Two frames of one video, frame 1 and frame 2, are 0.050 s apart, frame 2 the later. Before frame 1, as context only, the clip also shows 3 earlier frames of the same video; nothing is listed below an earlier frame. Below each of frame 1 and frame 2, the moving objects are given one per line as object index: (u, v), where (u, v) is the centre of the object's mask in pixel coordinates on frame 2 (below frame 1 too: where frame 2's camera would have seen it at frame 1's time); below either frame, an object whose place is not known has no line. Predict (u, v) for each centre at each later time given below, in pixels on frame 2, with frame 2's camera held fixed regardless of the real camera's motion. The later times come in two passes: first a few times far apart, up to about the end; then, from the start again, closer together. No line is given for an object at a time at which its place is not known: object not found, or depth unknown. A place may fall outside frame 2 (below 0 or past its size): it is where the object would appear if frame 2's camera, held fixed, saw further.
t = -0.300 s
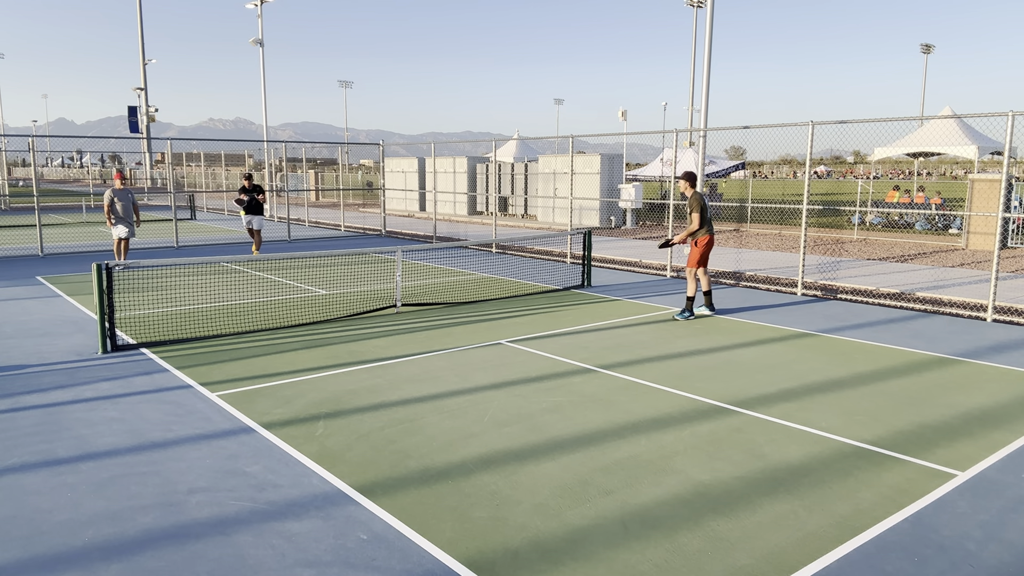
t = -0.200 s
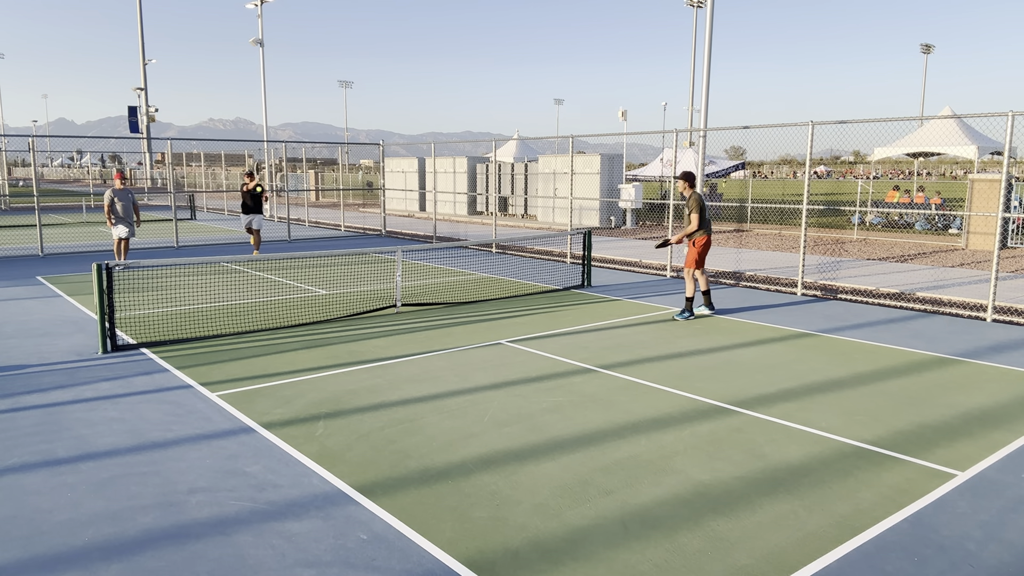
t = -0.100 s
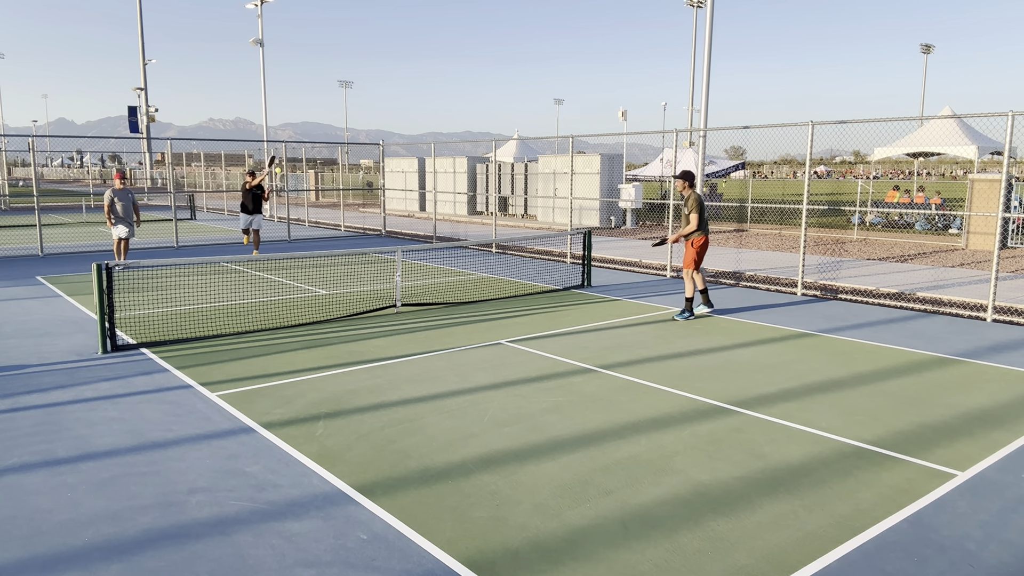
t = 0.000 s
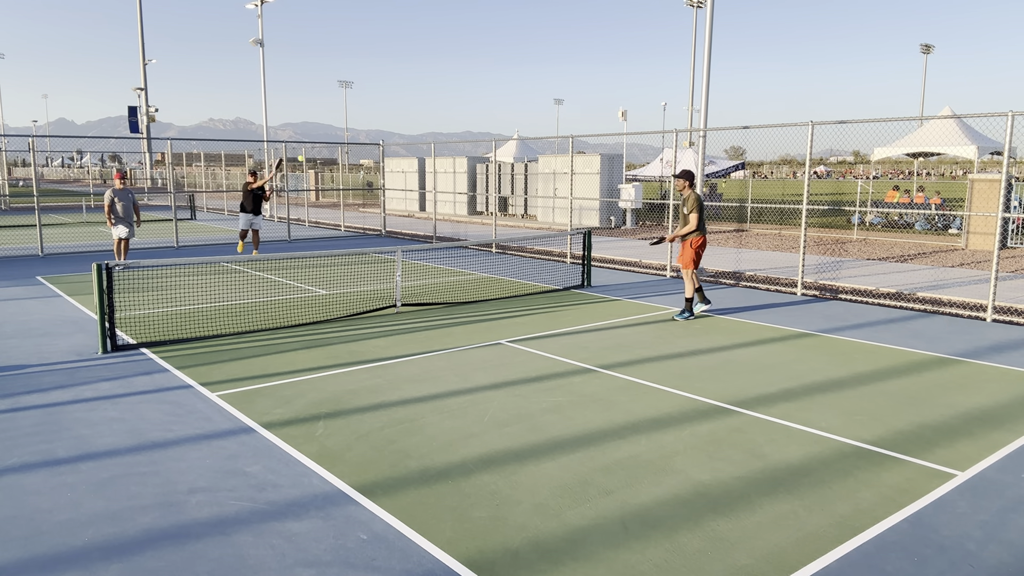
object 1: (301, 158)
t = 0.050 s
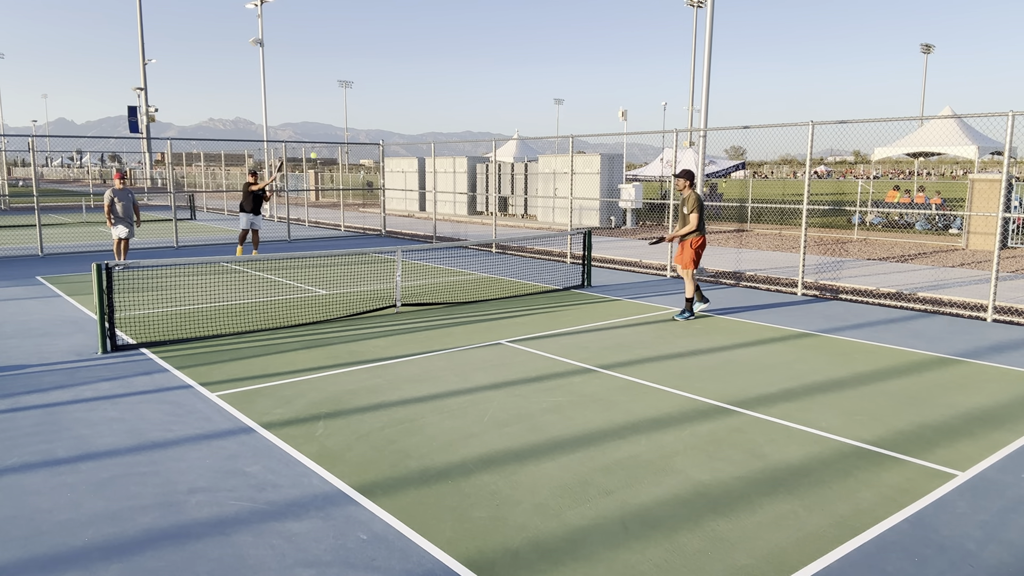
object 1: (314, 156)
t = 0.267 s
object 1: (380, 172)
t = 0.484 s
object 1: (467, 248)
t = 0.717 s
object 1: (576, 388)
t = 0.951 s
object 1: (685, 331)
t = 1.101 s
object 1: (770, 333)
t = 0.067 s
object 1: (318, 155)
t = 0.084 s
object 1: (323, 155)
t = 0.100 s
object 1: (327, 155)
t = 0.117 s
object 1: (333, 155)
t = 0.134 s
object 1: (337, 156)
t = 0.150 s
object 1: (342, 157)
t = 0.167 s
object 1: (348, 157)
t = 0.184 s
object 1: (353, 159)
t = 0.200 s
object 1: (358, 161)
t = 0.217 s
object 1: (364, 163)
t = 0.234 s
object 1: (369, 165)
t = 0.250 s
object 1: (375, 169)
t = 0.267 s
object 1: (380, 172)
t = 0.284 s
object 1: (387, 176)
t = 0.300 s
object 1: (393, 179)
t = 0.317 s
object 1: (399, 184)
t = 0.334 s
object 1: (405, 188)
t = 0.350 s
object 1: (411, 193)
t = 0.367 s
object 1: (418, 199)
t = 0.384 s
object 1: (423, 205)
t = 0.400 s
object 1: (431, 211)
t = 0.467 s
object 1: (459, 240)
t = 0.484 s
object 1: (467, 248)
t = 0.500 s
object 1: (474, 257)
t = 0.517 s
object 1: (482, 266)
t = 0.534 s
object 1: (489, 275)
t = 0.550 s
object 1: (497, 285)
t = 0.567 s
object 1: (504, 295)
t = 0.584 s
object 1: (512, 306)
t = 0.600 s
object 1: (520, 318)
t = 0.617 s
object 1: (528, 330)
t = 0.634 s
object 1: (536, 342)
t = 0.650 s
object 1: (545, 355)
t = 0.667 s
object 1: (553, 368)
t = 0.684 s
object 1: (561, 382)
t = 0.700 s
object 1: (570, 394)
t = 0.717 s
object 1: (576, 388)
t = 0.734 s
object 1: (583, 382)
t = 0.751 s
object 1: (590, 376)
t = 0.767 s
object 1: (597, 370)
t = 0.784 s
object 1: (604, 365)
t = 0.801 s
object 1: (611, 361)
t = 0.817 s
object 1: (619, 356)
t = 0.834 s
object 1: (627, 352)
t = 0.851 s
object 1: (634, 348)
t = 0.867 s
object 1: (642, 344)
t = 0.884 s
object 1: (651, 341)
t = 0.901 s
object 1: (659, 338)
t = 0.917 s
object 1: (668, 335)
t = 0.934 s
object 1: (676, 333)
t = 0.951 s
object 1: (685, 331)
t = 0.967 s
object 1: (694, 330)
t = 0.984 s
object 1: (703, 329)
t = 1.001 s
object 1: (712, 328)
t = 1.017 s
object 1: (722, 328)
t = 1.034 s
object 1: (731, 328)
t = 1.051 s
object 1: (741, 328)
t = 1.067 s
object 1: (751, 329)
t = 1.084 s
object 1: (761, 331)
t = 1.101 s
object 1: (770, 333)
